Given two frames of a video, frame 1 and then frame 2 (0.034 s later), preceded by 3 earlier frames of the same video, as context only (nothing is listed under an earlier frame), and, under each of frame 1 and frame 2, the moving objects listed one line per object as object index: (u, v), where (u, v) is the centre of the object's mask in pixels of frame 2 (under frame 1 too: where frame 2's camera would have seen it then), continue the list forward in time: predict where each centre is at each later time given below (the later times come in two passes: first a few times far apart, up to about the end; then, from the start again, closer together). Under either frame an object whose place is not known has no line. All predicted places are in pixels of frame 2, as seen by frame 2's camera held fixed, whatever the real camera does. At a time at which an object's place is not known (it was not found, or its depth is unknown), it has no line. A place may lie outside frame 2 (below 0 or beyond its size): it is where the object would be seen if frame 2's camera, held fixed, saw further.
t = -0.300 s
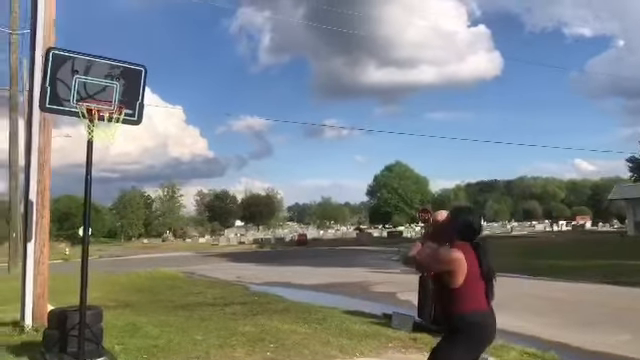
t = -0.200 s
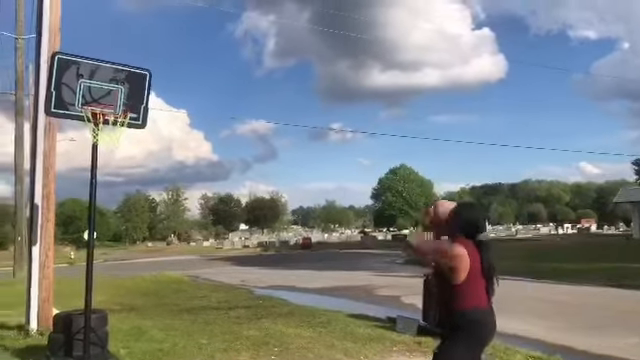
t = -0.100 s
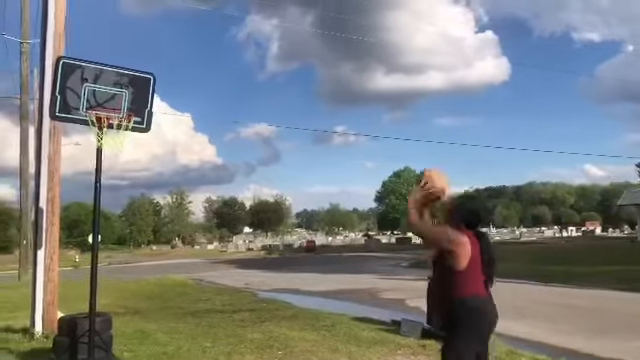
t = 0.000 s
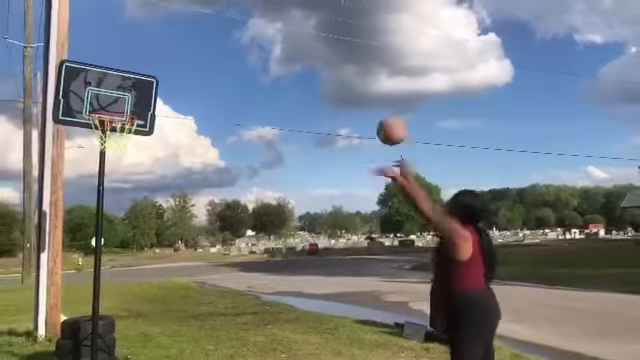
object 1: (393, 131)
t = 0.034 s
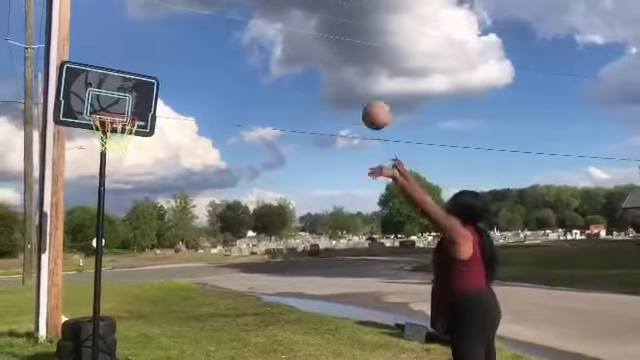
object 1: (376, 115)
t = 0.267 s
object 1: (280, 48)
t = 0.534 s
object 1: (192, 48)
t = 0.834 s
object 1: (115, 112)
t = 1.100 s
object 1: (110, 112)
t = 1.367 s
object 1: (121, 124)
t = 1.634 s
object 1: (123, 146)
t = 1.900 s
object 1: (105, 204)
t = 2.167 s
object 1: (85, 328)
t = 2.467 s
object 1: (74, 298)
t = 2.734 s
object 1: (67, 253)
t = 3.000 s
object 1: (61, 265)
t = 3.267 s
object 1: (53, 357)
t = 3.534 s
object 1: (64, 335)
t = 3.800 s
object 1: (78, 329)
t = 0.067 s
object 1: (362, 100)
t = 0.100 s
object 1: (346, 89)
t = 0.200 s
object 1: (305, 59)
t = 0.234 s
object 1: (293, 53)
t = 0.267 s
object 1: (280, 48)
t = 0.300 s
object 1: (269, 44)
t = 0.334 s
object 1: (256, 41)
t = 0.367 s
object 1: (245, 40)
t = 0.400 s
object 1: (234, 39)
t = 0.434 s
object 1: (222, 40)
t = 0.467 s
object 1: (212, 42)
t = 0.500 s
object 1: (202, 45)
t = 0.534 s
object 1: (192, 48)
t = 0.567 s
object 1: (183, 53)
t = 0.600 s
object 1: (173, 58)
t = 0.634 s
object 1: (164, 64)
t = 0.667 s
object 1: (155, 71)
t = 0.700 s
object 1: (147, 79)
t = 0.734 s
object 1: (139, 88)
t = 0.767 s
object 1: (130, 98)
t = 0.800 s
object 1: (123, 109)
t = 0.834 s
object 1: (115, 112)
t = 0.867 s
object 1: (113, 113)
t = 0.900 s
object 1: (107, 111)
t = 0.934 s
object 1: (113, 111)
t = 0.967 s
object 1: (119, 111)
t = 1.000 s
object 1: (120, 111)
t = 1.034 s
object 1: (118, 110)
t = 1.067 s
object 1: (116, 110)
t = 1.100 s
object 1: (110, 112)
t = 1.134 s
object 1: (110, 111)
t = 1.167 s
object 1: (110, 110)
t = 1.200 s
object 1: (110, 111)
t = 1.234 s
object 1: (109, 110)
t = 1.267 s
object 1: (110, 112)
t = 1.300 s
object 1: (113, 112)
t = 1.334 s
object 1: (114, 112)
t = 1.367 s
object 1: (121, 124)
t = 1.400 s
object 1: (122, 128)
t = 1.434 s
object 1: (128, 133)
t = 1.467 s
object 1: (127, 134)
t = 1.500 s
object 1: (129, 138)
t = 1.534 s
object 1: (128, 139)
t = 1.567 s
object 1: (126, 138)
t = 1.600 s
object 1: (125, 143)
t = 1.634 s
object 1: (123, 146)
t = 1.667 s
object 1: (120, 149)
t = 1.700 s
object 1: (118, 155)
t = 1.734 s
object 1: (116, 160)
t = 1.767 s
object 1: (114, 167)
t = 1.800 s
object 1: (113, 175)
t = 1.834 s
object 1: (111, 183)
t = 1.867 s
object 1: (110, 193)
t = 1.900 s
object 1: (105, 204)
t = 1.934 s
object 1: (106, 215)
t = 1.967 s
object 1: (102, 228)
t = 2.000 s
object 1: (97, 242)
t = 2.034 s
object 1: (95, 256)
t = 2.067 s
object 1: (93, 274)
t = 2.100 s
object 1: (91, 291)
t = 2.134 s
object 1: (87, 309)
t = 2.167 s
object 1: (85, 328)
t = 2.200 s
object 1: (83, 345)
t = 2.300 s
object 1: (78, 354)
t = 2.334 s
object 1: (76, 347)
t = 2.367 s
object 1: (76, 333)
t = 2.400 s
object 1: (74, 320)
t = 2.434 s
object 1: (75, 308)
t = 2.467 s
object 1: (74, 298)
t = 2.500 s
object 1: (73, 289)
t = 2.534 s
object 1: (72, 282)
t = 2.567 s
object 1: (71, 275)
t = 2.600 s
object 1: (69, 267)
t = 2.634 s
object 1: (69, 263)
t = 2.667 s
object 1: (69, 258)
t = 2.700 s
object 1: (67, 255)
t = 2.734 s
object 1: (67, 253)
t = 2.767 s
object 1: (67, 251)
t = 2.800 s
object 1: (65, 251)
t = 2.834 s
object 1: (64, 251)
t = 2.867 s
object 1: (64, 253)
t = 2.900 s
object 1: (63, 256)
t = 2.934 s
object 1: (63, 259)
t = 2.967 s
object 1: (62, 262)
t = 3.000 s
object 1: (61, 265)
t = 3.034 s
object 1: (57, 275)
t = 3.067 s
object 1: (55, 286)
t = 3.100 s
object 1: (54, 295)
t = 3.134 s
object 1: (53, 306)
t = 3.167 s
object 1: (52, 316)
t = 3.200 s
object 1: (52, 328)
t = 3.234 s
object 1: (55, 340)
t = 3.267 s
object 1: (53, 357)
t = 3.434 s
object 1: (58, 350)
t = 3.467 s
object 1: (59, 345)
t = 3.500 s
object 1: (60, 338)
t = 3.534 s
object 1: (64, 335)
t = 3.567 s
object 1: (66, 326)
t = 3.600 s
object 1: (65, 325)
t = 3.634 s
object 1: (68, 325)
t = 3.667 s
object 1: (70, 324)
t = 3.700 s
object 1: (72, 323)
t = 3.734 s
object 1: (75, 325)
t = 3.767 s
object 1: (76, 326)
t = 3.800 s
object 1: (78, 329)
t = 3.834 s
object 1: (78, 330)
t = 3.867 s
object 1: (83, 338)
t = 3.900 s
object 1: (85, 347)
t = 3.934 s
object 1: (88, 356)
